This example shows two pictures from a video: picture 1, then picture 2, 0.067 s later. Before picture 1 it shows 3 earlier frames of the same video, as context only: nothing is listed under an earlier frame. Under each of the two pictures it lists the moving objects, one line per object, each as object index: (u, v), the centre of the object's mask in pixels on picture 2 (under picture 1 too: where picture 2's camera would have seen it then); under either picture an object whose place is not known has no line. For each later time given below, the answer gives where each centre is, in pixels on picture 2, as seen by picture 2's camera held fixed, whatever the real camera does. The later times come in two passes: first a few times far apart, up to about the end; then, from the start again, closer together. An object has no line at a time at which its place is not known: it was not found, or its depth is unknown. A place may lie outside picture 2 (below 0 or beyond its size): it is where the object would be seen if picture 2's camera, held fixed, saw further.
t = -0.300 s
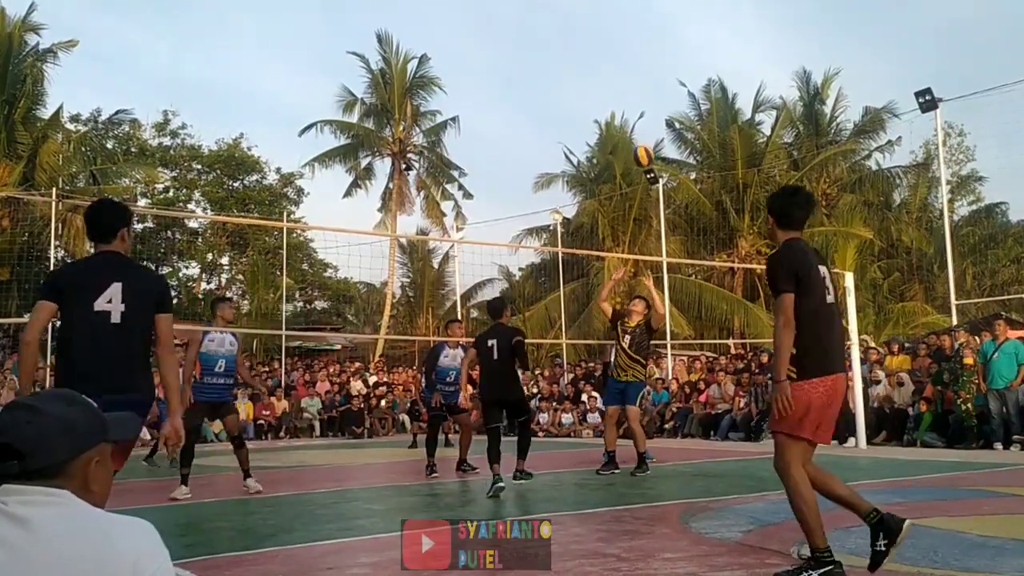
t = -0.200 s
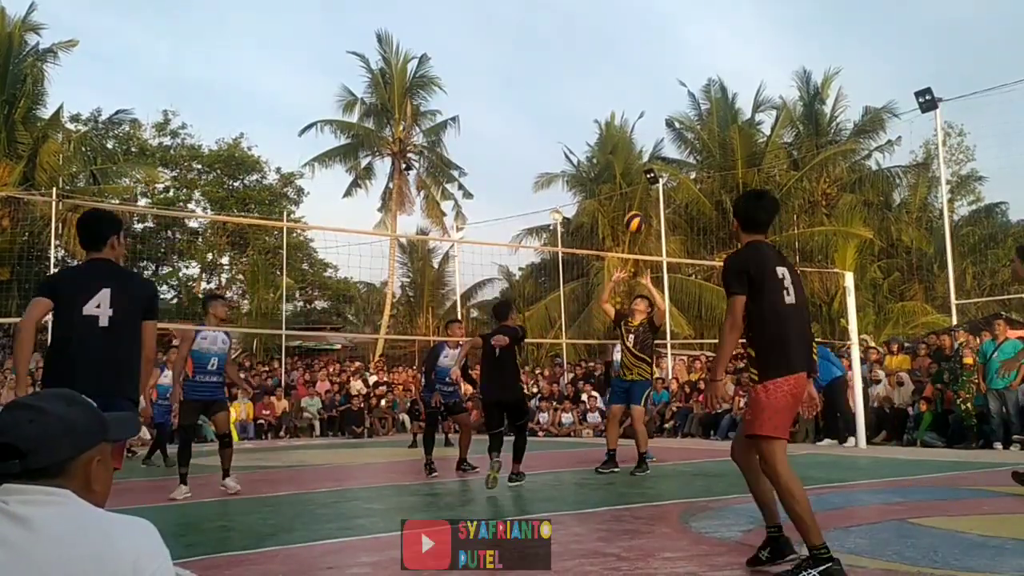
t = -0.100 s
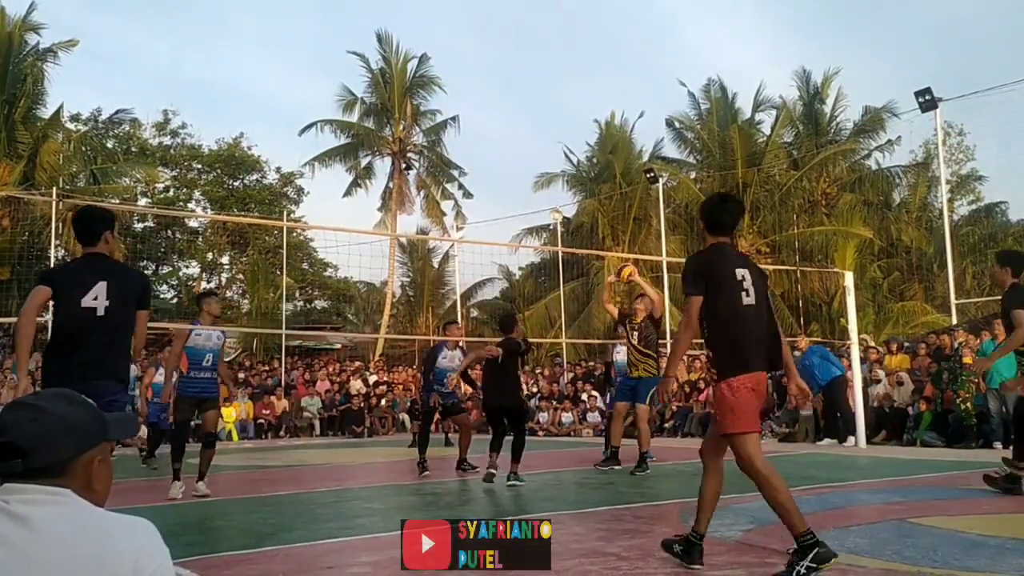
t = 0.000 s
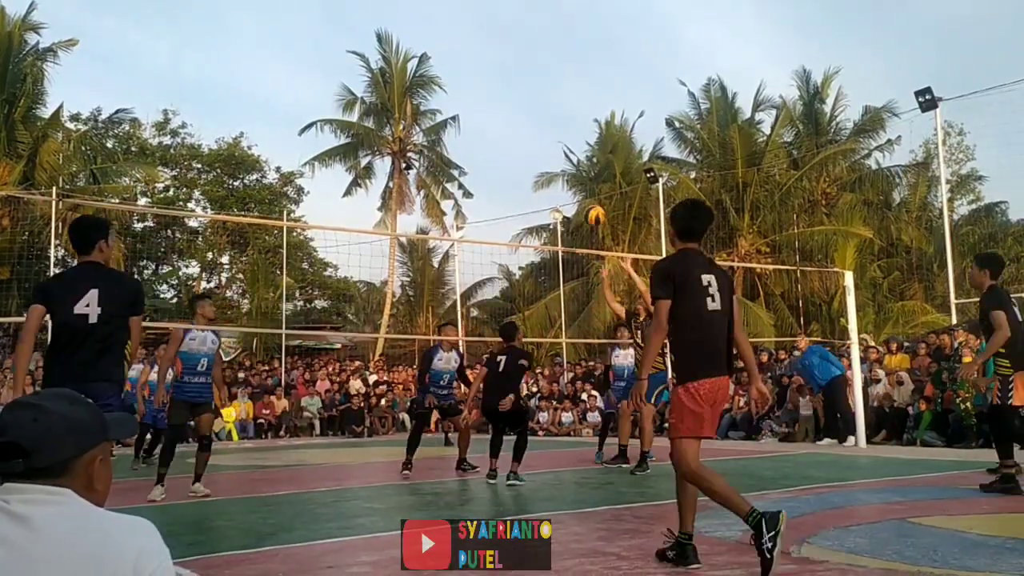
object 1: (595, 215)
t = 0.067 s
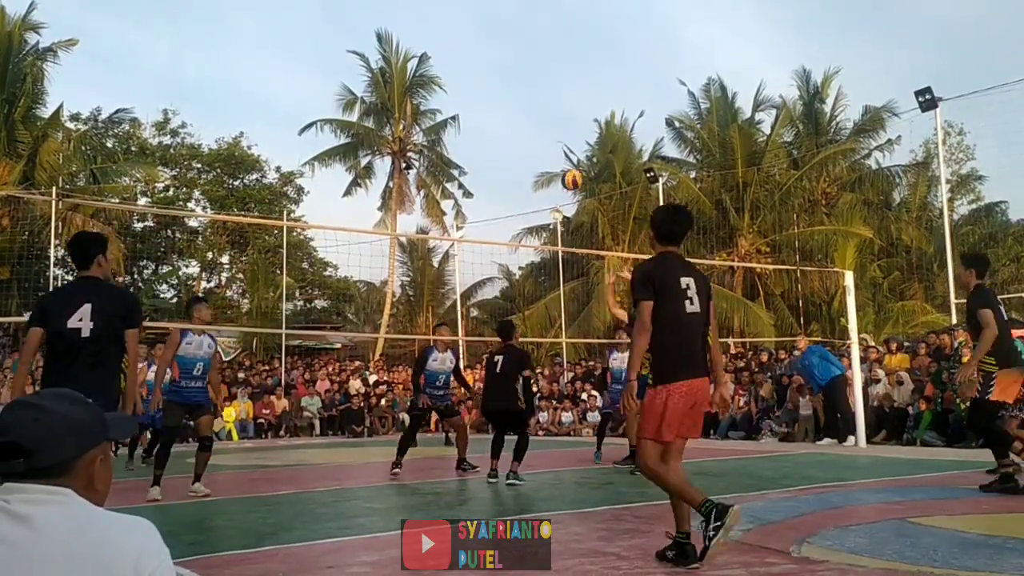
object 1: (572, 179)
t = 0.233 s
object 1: (515, 105)
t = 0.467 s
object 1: (434, 41)
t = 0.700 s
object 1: (347, 32)
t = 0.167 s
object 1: (537, 132)
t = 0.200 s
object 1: (526, 118)
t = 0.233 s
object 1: (515, 105)
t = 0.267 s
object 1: (504, 93)
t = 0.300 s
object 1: (493, 82)
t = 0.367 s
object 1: (470, 63)
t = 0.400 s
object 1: (458, 55)
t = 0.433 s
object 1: (446, 48)
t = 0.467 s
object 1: (434, 41)
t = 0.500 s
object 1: (422, 37)
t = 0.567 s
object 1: (397, 31)
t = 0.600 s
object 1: (385, 29)
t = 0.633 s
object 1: (372, 29)
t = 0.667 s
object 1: (360, 30)
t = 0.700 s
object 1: (347, 32)
